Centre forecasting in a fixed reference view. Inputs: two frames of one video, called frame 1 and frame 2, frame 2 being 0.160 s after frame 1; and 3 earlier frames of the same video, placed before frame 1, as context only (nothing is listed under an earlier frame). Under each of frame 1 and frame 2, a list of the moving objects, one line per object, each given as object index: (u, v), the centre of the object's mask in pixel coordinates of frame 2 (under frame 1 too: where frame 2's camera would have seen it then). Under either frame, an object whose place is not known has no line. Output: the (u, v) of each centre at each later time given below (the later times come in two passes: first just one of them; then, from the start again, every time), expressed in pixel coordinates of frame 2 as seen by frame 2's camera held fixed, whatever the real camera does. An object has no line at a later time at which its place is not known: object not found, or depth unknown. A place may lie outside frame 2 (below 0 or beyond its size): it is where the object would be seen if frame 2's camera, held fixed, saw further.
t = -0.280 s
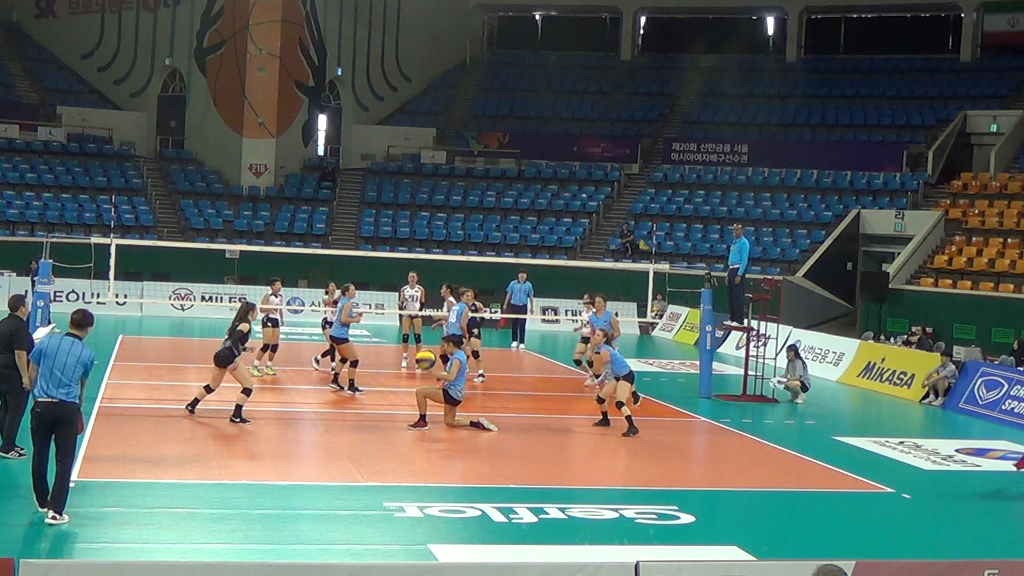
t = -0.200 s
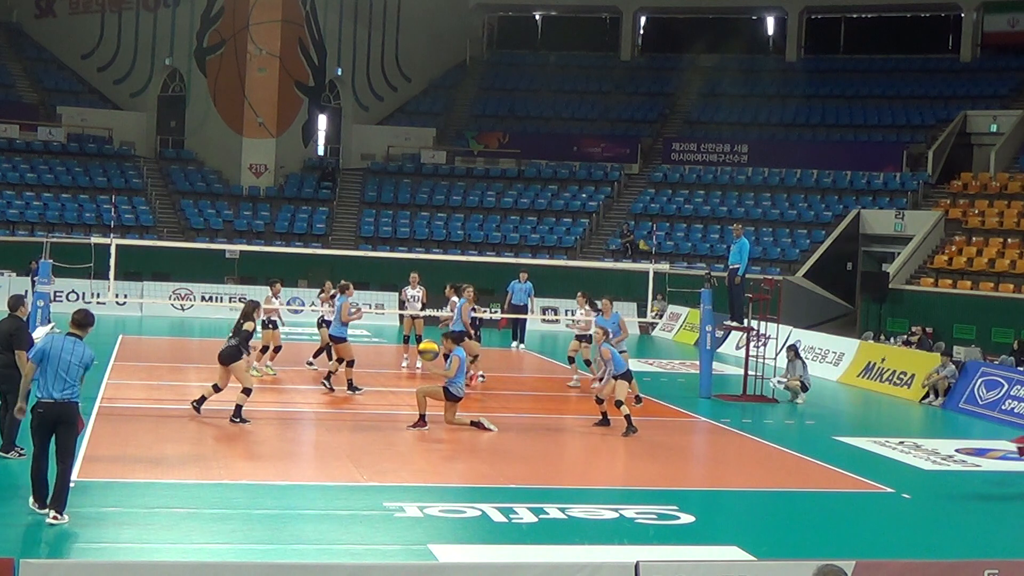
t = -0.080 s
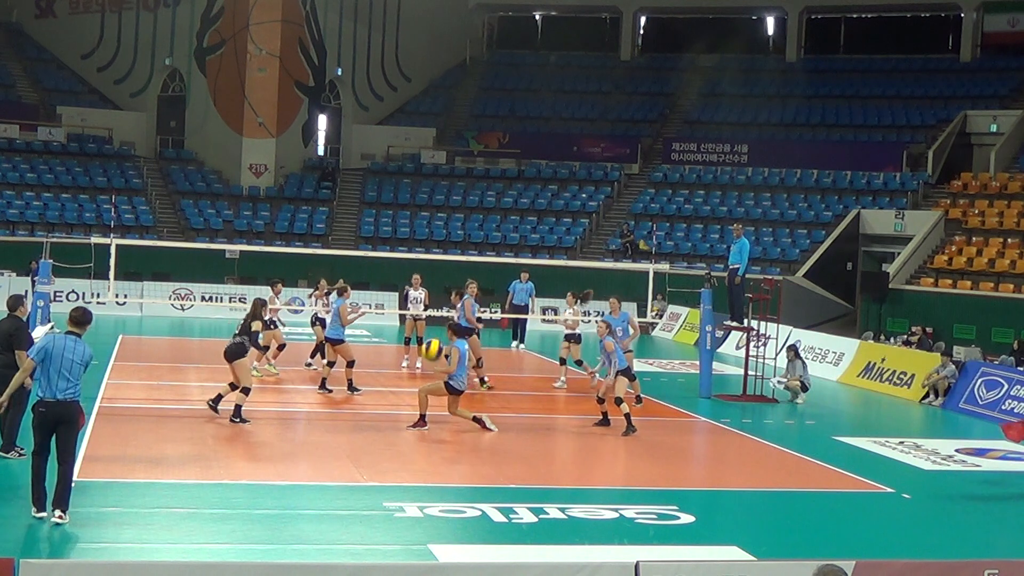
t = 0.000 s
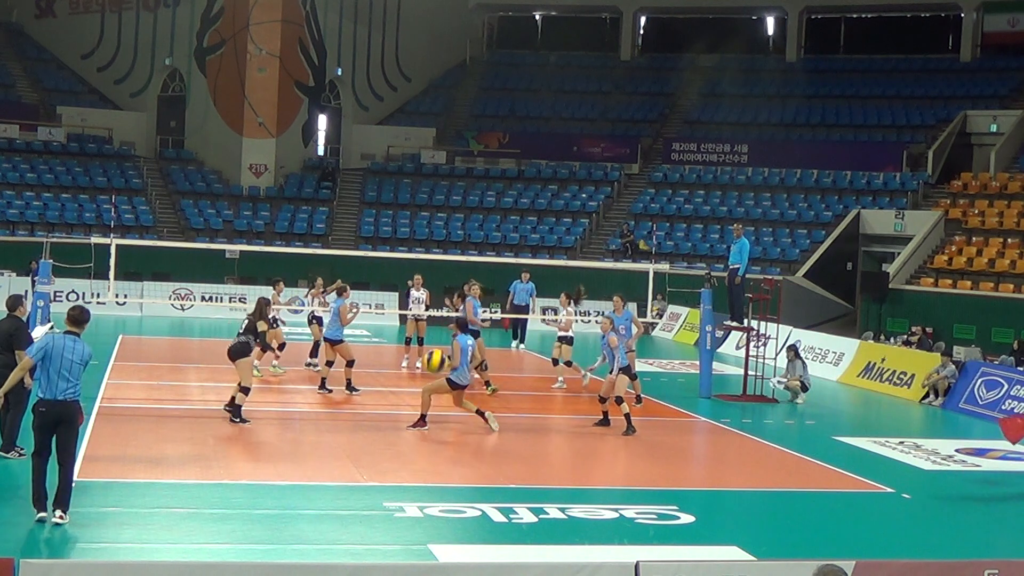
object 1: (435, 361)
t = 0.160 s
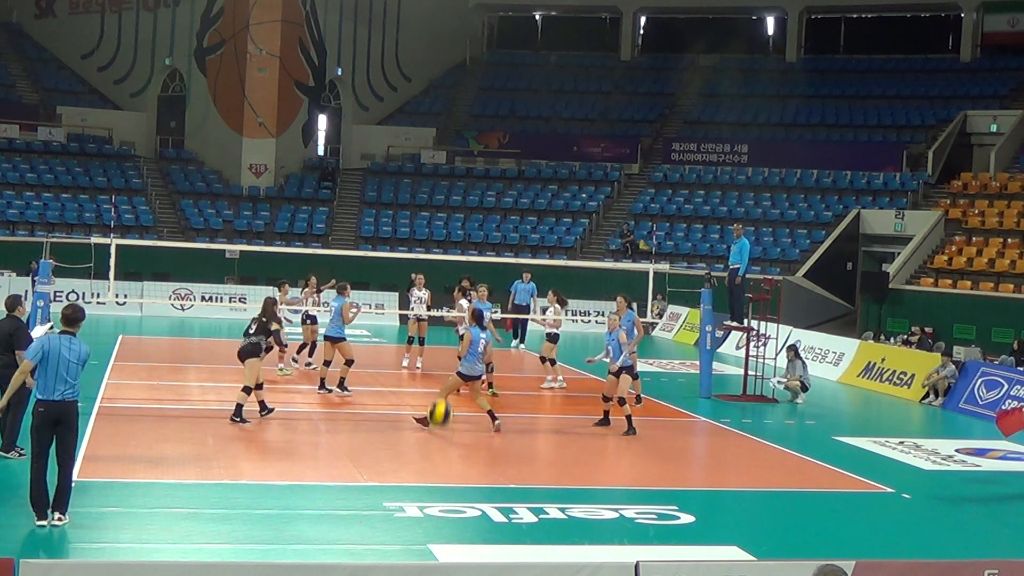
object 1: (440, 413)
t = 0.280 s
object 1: (442, 483)
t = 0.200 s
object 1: (440, 433)
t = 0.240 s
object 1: (442, 457)
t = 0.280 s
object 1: (442, 483)
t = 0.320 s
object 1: (443, 515)
